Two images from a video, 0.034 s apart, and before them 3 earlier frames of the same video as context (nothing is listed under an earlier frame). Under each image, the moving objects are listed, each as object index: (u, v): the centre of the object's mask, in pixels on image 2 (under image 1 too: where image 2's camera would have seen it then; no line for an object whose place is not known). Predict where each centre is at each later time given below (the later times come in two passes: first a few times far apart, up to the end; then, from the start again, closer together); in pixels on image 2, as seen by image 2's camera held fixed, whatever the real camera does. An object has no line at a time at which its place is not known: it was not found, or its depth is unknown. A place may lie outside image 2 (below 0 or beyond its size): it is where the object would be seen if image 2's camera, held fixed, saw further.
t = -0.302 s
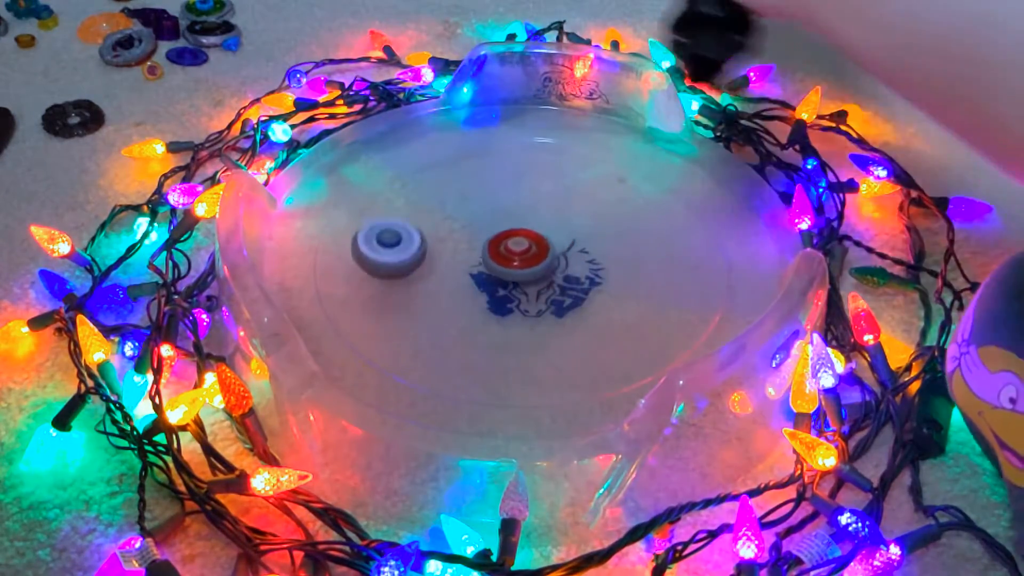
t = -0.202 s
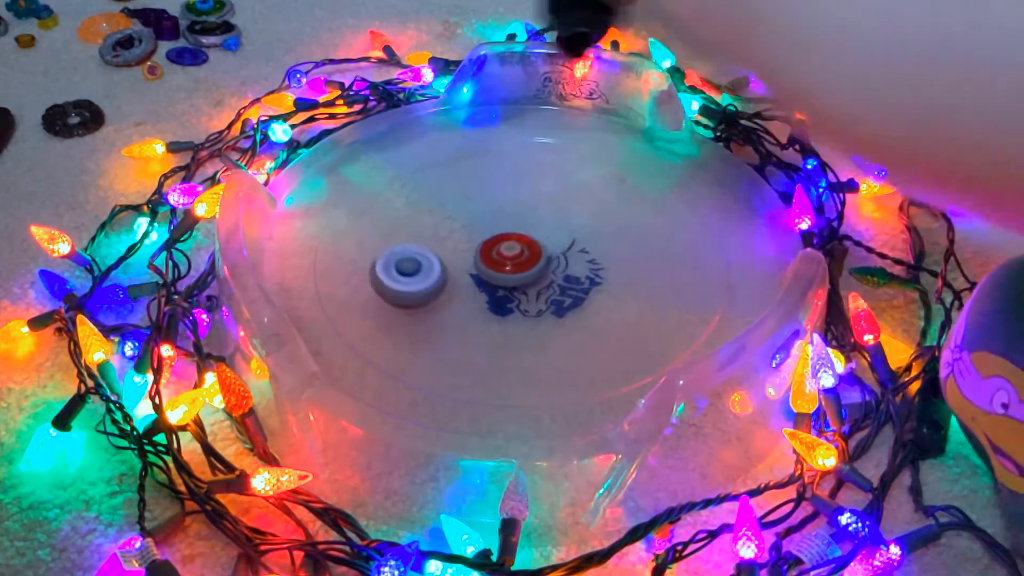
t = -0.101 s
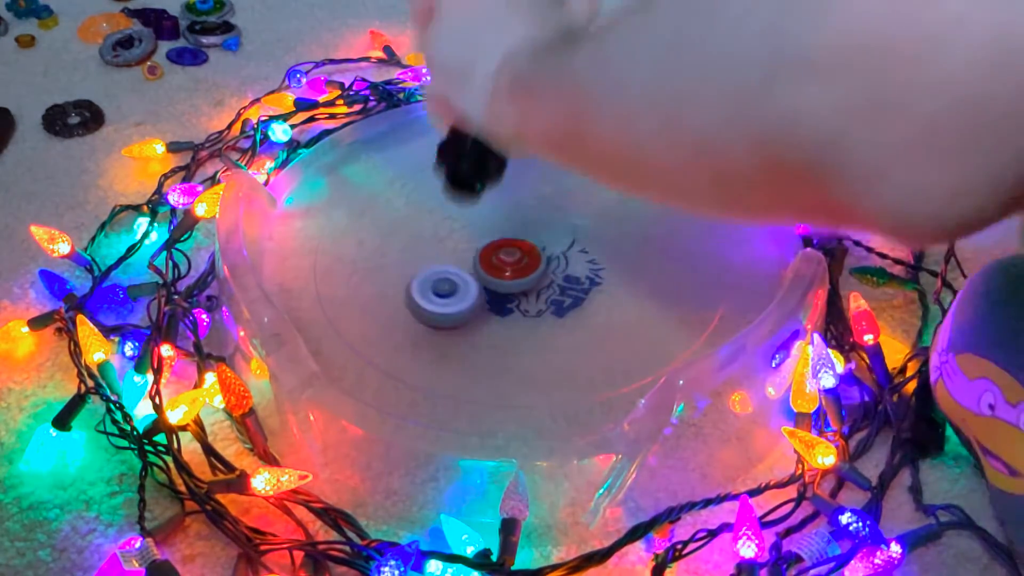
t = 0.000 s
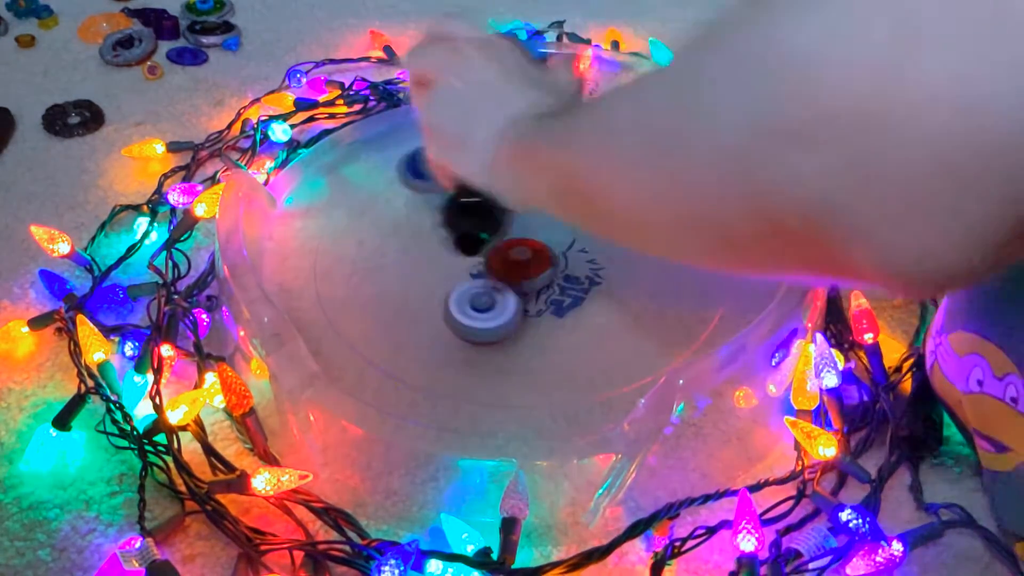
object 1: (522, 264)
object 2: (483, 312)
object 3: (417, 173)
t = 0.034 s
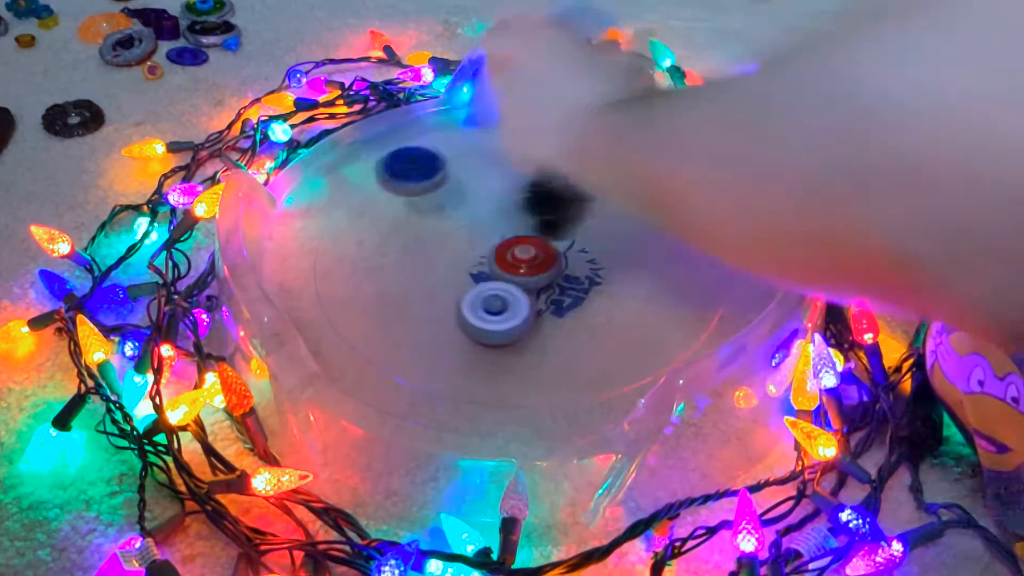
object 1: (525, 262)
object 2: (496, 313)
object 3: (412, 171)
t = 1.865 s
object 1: (487, 214)
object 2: (554, 284)
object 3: (451, 144)
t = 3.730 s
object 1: (559, 218)
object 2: (490, 252)
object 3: (669, 180)
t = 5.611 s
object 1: (538, 293)
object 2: (502, 238)
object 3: (681, 224)
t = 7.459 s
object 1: (455, 248)
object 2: (554, 247)
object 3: (499, 313)
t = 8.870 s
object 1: (541, 267)
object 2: (394, 250)
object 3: (631, 241)
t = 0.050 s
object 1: (527, 261)
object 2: (503, 314)
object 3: (401, 178)
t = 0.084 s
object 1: (526, 259)
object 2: (521, 313)
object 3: (380, 203)
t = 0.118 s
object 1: (525, 258)
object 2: (538, 309)
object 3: (363, 232)
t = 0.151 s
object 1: (521, 258)
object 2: (552, 304)
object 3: (355, 244)
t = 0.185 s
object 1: (519, 259)
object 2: (568, 298)
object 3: (350, 268)
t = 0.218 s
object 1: (517, 259)
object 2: (579, 290)
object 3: (352, 292)
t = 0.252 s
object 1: (515, 259)
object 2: (588, 281)
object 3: (361, 315)
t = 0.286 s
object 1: (512, 259)
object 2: (592, 272)
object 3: (381, 341)
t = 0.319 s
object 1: (511, 260)
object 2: (595, 262)
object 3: (419, 357)
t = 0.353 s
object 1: (510, 260)
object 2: (595, 252)
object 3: (464, 370)
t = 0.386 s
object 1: (510, 261)
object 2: (592, 243)
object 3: (504, 375)
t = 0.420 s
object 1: (510, 262)
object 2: (587, 235)
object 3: (543, 374)
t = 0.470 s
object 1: (513, 266)
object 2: (575, 225)
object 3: (600, 365)
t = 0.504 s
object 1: (514, 266)
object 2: (565, 220)
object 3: (634, 355)
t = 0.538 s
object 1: (515, 266)
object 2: (553, 216)
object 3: (662, 338)
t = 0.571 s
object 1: (515, 267)
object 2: (542, 214)
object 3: (684, 318)
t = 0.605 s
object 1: (516, 267)
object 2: (530, 214)
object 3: (696, 301)
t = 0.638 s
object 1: (517, 267)
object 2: (519, 215)
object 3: (702, 280)
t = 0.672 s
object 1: (519, 271)
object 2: (509, 213)
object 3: (702, 259)
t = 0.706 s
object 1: (522, 272)
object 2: (500, 215)
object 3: (693, 238)
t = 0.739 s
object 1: (525, 274)
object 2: (493, 219)
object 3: (677, 216)
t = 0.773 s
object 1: (529, 273)
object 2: (486, 225)
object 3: (652, 196)
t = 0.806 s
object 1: (532, 272)
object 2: (480, 231)
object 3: (621, 178)
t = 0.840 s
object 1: (539, 274)
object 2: (474, 235)
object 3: (584, 165)
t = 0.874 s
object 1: (546, 275)
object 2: (466, 236)
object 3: (544, 156)
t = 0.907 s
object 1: (552, 274)
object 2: (463, 241)
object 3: (503, 154)
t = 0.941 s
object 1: (555, 272)
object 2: (462, 247)
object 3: (461, 155)
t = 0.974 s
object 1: (558, 269)
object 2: (465, 254)
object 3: (422, 162)
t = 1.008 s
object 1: (559, 266)
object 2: (469, 259)
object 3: (388, 174)
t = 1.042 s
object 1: (560, 263)
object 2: (474, 264)
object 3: (358, 190)
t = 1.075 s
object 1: (559, 260)
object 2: (482, 268)
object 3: (332, 209)
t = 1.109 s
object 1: (560, 256)
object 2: (488, 271)
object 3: (319, 233)
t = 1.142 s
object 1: (560, 253)
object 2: (490, 272)
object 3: (321, 264)
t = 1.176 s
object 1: (559, 250)
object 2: (494, 273)
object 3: (336, 294)
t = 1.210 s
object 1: (560, 246)
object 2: (496, 273)
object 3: (356, 320)
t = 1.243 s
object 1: (558, 242)
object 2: (499, 273)
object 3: (383, 343)
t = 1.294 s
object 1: (554, 237)
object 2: (507, 273)
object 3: (428, 361)
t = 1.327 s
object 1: (552, 232)
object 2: (508, 275)
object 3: (462, 370)
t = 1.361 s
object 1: (560, 215)
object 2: (498, 287)
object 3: (493, 373)
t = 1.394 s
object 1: (565, 203)
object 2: (493, 294)
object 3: (522, 368)
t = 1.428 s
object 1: (564, 195)
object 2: (493, 299)
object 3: (549, 362)
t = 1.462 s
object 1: (560, 192)
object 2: (496, 303)
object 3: (577, 354)
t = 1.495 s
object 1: (553, 190)
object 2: (503, 306)
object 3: (605, 341)
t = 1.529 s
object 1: (545, 189)
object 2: (509, 308)
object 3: (632, 321)
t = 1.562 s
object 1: (538, 188)
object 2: (517, 309)
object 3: (650, 298)
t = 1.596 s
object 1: (531, 188)
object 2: (525, 309)
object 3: (659, 271)
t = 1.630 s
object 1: (524, 189)
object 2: (531, 308)
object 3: (655, 242)
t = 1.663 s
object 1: (517, 191)
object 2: (538, 307)
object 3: (642, 215)
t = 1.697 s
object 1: (511, 194)
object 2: (545, 304)
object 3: (621, 193)
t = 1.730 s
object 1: (505, 197)
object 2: (549, 300)
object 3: (593, 175)
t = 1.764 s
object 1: (499, 200)
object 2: (551, 297)
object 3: (560, 161)
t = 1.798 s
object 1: (493, 205)
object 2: (553, 293)
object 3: (525, 150)
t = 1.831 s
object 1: (490, 209)
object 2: (554, 288)
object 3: (487, 145)
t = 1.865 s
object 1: (487, 214)
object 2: (554, 284)
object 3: (451, 144)
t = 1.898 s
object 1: (484, 219)
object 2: (553, 281)
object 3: (413, 146)
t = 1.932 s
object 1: (483, 225)
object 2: (550, 275)
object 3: (381, 155)
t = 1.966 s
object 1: (483, 230)
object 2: (546, 270)
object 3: (362, 177)
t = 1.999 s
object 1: (483, 236)
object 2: (542, 265)
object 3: (348, 195)
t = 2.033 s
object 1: (478, 237)
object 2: (545, 266)
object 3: (338, 213)
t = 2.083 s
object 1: (474, 239)
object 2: (544, 266)
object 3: (331, 236)
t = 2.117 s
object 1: (473, 243)
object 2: (539, 265)
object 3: (332, 250)
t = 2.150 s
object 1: (463, 240)
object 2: (543, 268)
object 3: (336, 262)
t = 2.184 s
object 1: (457, 241)
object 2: (545, 268)
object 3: (344, 273)
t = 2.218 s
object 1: (457, 244)
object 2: (546, 267)
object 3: (353, 284)
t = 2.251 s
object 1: (457, 248)
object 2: (546, 265)
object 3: (364, 293)
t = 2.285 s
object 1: (458, 252)
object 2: (546, 263)
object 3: (380, 302)
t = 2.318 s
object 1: (459, 256)
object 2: (544, 260)
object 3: (402, 313)
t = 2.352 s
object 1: (461, 260)
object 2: (542, 258)
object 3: (430, 322)
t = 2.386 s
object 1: (463, 264)
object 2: (540, 257)
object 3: (462, 330)
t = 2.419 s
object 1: (460, 267)
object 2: (544, 255)
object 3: (494, 332)
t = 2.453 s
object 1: (454, 270)
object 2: (551, 252)
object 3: (526, 328)
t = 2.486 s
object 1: (455, 274)
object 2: (552, 250)
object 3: (558, 321)
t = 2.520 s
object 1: (458, 278)
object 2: (552, 248)
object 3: (584, 307)
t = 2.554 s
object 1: (461, 281)
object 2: (551, 246)
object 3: (606, 287)
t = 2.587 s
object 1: (465, 284)
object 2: (547, 244)
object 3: (622, 266)
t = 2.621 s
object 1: (470, 286)
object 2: (543, 244)
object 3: (627, 241)
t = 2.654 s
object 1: (476, 289)
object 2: (540, 244)
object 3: (624, 215)
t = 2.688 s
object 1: (482, 291)
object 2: (536, 244)
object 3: (613, 193)
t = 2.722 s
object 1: (488, 292)
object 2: (532, 245)
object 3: (594, 172)
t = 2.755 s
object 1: (493, 292)
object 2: (530, 245)
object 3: (568, 155)
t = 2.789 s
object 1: (492, 298)
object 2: (532, 242)
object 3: (538, 142)
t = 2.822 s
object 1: (491, 303)
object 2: (536, 235)
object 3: (508, 134)
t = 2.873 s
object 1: (497, 307)
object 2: (533, 232)
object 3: (467, 130)
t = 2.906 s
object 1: (503, 307)
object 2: (530, 231)
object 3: (444, 131)
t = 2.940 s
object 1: (510, 307)
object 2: (525, 231)
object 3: (422, 140)
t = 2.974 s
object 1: (516, 306)
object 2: (520, 231)
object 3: (404, 152)
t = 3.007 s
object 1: (522, 306)
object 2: (518, 232)
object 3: (391, 163)
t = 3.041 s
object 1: (527, 305)
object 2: (515, 233)
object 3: (383, 174)
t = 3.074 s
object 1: (532, 303)
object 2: (513, 234)
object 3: (377, 185)
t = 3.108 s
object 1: (537, 301)
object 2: (511, 236)
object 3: (374, 198)
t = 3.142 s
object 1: (541, 298)
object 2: (510, 238)
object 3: (372, 213)
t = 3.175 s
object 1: (544, 295)
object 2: (509, 239)
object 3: (373, 232)
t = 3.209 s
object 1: (547, 292)
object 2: (508, 241)
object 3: (379, 253)
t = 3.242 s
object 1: (549, 289)
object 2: (507, 242)
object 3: (391, 273)
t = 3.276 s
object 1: (554, 289)
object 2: (504, 240)
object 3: (412, 294)
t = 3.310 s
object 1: (568, 295)
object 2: (494, 230)
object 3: (442, 308)
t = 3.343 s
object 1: (574, 297)
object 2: (488, 225)
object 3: (482, 322)
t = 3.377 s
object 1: (581, 294)
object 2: (482, 224)
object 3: (524, 325)
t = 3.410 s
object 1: (596, 281)
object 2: (479, 225)
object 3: (548, 330)
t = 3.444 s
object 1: (608, 268)
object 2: (477, 227)
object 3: (571, 331)
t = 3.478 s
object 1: (613, 257)
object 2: (476, 230)
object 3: (598, 325)
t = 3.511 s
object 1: (614, 251)
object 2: (476, 233)
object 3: (623, 312)
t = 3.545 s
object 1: (611, 246)
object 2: (478, 237)
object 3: (646, 293)
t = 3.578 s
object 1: (607, 240)
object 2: (480, 241)
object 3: (661, 271)
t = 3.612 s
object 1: (603, 237)
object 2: (481, 244)
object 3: (668, 246)
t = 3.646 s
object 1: (591, 231)
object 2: (483, 246)
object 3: (675, 223)
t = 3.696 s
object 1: (570, 223)
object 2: (487, 250)
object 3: (678, 195)
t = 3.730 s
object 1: (559, 218)
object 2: (490, 252)
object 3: (669, 180)
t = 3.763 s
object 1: (551, 217)
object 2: (494, 254)
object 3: (657, 170)
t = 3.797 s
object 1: (544, 215)
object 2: (499, 256)
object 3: (640, 161)
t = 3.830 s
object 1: (537, 213)
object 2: (505, 257)
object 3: (620, 155)
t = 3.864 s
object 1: (531, 211)
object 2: (507, 259)
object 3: (600, 151)
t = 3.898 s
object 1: (525, 210)
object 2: (508, 263)
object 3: (579, 150)
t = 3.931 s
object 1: (518, 211)
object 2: (510, 264)
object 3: (558, 150)
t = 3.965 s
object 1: (511, 211)
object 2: (515, 264)
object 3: (533, 153)
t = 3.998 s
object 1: (505, 212)
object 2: (520, 263)
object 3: (508, 159)
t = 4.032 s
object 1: (498, 215)
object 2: (524, 263)
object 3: (481, 163)
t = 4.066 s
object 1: (492, 216)
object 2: (530, 269)
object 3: (453, 171)
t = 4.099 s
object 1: (488, 221)
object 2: (536, 273)
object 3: (424, 179)
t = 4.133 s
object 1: (485, 225)
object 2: (542, 274)
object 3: (401, 193)
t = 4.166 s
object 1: (482, 228)
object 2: (546, 274)
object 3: (384, 212)
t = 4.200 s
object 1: (478, 232)
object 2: (551, 273)
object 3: (375, 235)
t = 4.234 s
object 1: (477, 235)
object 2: (553, 272)
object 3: (374, 260)
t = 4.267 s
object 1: (475, 238)
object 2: (555, 271)
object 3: (383, 284)
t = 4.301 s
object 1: (474, 242)
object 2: (557, 269)
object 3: (401, 308)
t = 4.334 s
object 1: (473, 245)
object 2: (558, 268)
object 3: (430, 327)
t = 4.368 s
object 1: (474, 248)
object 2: (559, 266)
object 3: (467, 341)
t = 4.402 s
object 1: (475, 251)
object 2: (561, 265)
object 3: (508, 347)
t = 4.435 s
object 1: (477, 255)
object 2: (561, 263)
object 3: (550, 346)
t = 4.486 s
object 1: (482, 260)
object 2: (559, 262)
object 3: (609, 335)
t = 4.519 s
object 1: (477, 261)
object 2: (566, 261)
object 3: (641, 319)
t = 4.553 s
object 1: (464, 262)
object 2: (579, 260)
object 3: (666, 300)
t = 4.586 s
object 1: (459, 263)
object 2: (587, 258)
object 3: (681, 275)
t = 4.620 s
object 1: (459, 266)
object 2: (589, 256)
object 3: (688, 251)
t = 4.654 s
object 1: (460, 269)
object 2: (589, 252)
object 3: (687, 228)
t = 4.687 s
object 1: (462, 273)
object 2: (586, 248)
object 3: (679, 207)
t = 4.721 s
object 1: (464, 276)
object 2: (583, 245)
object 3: (664, 189)
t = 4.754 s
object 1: (467, 279)
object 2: (580, 243)
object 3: (643, 174)
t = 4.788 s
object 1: (471, 282)
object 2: (575, 242)
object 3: (618, 163)
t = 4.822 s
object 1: (475, 284)
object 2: (570, 242)
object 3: (589, 155)
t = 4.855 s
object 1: (480, 286)
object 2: (566, 243)
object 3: (558, 149)
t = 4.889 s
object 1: (484, 287)
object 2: (564, 245)
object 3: (526, 148)
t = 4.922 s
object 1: (490, 287)
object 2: (560, 246)
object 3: (493, 151)
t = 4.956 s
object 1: (496, 288)
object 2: (556, 247)
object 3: (462, 157)
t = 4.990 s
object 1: (499, 287)
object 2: (553, 248)
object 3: (432, 169)
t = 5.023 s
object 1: (485, 297)
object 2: (565, 239)
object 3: (407, 183)
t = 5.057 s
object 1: (475, 303)
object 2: (574, 232)
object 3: (388, 201)
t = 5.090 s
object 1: (469, 306)
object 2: (575, 227)
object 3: (375, 222)
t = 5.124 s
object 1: (470, 308)
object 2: (572, 224)
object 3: (368, 246)
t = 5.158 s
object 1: (475, 310)
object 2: (569, 222)
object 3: (369, 270)
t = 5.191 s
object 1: (482, 311)
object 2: (564, 221)
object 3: (380, 295)
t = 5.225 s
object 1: (487, 312)
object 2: (558, 220)
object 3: (401, 318)
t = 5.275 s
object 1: (501, 311)
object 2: (550, 220)
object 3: (449, 342)
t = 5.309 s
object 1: (506, 308)
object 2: (545, 221)
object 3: (490, 355)
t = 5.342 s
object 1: (509, 308)
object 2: (539, 222)
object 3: (532, 355)
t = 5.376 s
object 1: (517, 310)
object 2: (533, 224)
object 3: (571, 350)
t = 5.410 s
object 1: (522, 307)
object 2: (528, 225)
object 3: (608, 341)
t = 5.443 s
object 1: (525, 304)
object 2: (523, 228)
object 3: (640, 327)
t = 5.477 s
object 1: (529, 302)
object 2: (519, 231)
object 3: (665, 310)
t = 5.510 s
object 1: (531, 299)
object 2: (515, 234)
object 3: (682, 290)
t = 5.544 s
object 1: (533, 295)
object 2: (511, 238)
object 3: (690, 271)
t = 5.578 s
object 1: (534, 291)
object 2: (508, 240)
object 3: (689, 249)
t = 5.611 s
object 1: (538, 293)
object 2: (502, 238)
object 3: (681, 224)
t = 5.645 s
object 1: (543, 295)
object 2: (494, 234)
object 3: (665, 204)
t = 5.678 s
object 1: (545, 295)
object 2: (489, 234)
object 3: (645, 186)
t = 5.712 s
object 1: (547, 293)
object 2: (484, 236)
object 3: (619, 173)
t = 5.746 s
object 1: (549, 290)
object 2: (481, 240)
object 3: (591, 164)
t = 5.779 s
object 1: (550, 288)
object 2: (478, 243)
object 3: (560, 158)
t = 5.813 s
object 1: (552, 284)
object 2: (477, 247)
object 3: (529, 155)
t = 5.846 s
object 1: (552, 280)
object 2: (475, 250)
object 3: (497, 156)
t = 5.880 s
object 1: (552, 277)
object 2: (475, 254)
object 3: (465, 161)
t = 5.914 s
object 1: (552, 273)
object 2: (475, 258)
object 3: (436, 170)
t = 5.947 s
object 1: (554, 270)
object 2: (470, 261)
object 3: (410, 183)
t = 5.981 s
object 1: (565, 266)
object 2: (458, 263)
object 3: (389, 198)
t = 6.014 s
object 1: (569, 263)
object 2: (453, 264)
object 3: (373, 217)
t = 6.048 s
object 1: (569, 259)
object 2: (451, 267)
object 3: (364, 238)
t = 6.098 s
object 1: (567, 254)
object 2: (451, 273)
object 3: (363, 271)
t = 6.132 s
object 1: (565, 251)
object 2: (455, 277)
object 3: (373, 293)
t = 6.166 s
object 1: (563, 249)
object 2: (462, 282)
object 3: (390, 314)
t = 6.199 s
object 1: (560, 246)
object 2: (468, 286)
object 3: (415, 331)
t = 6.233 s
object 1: (557, 243)
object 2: (474, 288)
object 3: (447, 344)
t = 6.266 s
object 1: (553, 241)
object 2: (483, 289)
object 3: (483, 353)
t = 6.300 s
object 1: (549, 238)
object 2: (487, 288)
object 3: (520, 355)
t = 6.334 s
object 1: (545, 237)
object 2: (490, 286)
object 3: (557, 351)
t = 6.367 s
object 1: (540, 235)
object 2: (494, 285)
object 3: (591, 340)
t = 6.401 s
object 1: (536, 234)
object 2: (498, 284)
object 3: (619, 327)
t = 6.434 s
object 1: (532, 232)
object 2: (501, 282)
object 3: (641, 308)
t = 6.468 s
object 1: (528, 231)
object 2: (504, 280)
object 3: (654, 287)
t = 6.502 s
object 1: (523, 229)
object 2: (505, 279)
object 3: (661, 265)
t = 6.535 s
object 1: (520, 228)
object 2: (506, 279)
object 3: (659, 243)
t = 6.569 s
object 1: (517, 227)
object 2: (507, 279)
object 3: (651, 223)
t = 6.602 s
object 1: (512, 225)
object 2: (508, 278)
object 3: (637, 207)
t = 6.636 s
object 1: (508, 224)
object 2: (509, 278)
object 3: (617, 193)
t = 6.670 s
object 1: (505, 223)
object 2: (509, 278)
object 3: (593, 182)
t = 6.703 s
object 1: (501, 222)
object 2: (511, 278)
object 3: (567, 174)
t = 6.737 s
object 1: (497, 223)
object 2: (514, 278)
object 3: (539, 168)
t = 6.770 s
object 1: (493, 223)
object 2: (517, 272)
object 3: (510, 167)
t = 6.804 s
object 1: (489, 224)
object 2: (519, 270)
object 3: (481, 169)
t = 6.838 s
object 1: (485, 225)
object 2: (520, 268)
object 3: (454, 175)
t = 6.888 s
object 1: (480, 222)
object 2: (530, 275)
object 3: (416, 186)
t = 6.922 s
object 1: (478, 220)
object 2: (537, 279)
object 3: (390, 195)
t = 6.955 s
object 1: (475, 220)
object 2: (541, 279)
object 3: (371, 206)
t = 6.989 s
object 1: (472, 220)
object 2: (545, 278)
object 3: (358, 220)
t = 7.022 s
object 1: (468, 221)
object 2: (549, 276)
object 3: (349, 234)
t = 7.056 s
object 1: (465, 222)
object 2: (553, 274)
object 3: (346, 247)
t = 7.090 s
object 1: (462, 224)
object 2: (554, 271)
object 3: (348, 258)
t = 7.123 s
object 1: (460, 225)
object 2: (556, 268)
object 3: (353, 268)
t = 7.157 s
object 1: (458, 226)
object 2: (557, 265)
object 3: (361, 278)
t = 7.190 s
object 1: (456, 228)
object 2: (557, 263)
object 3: (373, 288)
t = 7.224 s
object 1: (456, 231)
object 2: (556, 260)
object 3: (387, 298)
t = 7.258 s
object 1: (456, 234)
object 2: (555, 258)
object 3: (404, 305)
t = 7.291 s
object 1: (456, 237)
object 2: (554, 255)
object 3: (423, 311)
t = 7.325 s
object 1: (457, 240)
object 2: (551, 253)
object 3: (441, 315)
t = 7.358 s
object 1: (460, 243)
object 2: (547, 251)
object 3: (459, 317)
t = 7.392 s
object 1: (463, 245)
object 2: (545, 249)
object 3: (473, 316)
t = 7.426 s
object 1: (465, 248)
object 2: (542, 248)
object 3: (487, 316)
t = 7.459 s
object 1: (455, 248)
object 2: (554, 247)
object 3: (499, 313)
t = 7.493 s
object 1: (449, 249)
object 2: (562, 246)
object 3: (510, 310)
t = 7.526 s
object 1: (449, 252)
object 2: (563, 245)
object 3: (519, 305)
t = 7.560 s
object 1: (452, 255)
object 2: (562, 244)
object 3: (527, 301)
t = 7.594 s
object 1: (455, 258)
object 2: (562, 242)
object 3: (534, 296)
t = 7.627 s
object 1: (459, 261)
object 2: (561, 240)
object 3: (540, 291)
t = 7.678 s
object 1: (466, 265)
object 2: (560, 234)
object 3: (543, 287)
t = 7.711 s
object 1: (471, 266)
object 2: (558, 231)
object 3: (545, 284)
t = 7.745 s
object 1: (474, 267)
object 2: (556, 228)
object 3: (549, 280)
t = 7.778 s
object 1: (475, 267)
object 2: (554, 226)
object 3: (556, 278)
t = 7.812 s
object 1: (476, 266)
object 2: (552, 223)
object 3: (559, 280)
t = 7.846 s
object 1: (480, 266)
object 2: (549, 208)
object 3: (560, 288)
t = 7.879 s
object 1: (484, 266)
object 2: (544, 200)
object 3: (560, 294)
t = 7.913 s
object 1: (488, 266)
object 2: (539, 196)
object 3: (561, 295)
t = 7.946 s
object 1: (493, 266)
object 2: (531, 194)
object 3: (562, 294)
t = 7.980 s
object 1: (497, 266)
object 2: (525, 193)
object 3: (566, 293)
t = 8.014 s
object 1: (501, 265)
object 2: (518, 192)
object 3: (569, 290)
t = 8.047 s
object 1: (504, 264)
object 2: (511, 192)
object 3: (571, 287)
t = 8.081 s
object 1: (508, 262)
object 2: (505, 192)
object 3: (574, 285)
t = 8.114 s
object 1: (509, 260)
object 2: (499, 193)
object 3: (579, 283)
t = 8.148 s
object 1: (509, 256)
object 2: (493, 195)
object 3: (584, 283)
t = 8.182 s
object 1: (510, 254)
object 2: (488, 197)
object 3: (588, 281)
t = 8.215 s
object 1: (511, 252)
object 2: (483, 200)
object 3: (589, 279)
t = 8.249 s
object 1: (515, 254)
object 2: (477, 199)
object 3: (591, 276)
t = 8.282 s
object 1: (519, 258)
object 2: (471, 198)
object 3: (592, 274)
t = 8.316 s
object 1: (522, 260)
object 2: (466, 200)
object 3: (593, 271)
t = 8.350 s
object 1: (523, 259)
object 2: (462, 203)
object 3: (595, 270)
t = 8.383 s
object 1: (524, 258)
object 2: (458, 206)
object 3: (596, 268)
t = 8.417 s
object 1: (515, 254)
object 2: (455, 210)
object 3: (609, 266)
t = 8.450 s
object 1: (507, 252)
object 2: (449, 210)
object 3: (622, 266)
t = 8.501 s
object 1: (507, 254)
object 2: (439, 211)
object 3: (629, 264)
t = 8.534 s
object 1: (507, 256)
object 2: (437, 216)
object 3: (628, 262)
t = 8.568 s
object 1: (508, 257)
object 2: (435, 220)
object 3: (628, 259)
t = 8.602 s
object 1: (509, 259)
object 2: (434, 225)
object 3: (626, 257)
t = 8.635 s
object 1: (511, 260)
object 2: (433, 230)
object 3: (624, 255)
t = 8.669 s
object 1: (513, 261)
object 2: (434, 235)
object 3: (621, 253)
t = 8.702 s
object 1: (515, 262)
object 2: (435, 239)
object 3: (618, 252)
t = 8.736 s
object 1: (517, 263)
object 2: (437, 245)
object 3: (613, 250)
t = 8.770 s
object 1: (518, 263)
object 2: (441, 250)
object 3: (609, 249)
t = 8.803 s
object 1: (520, 264)
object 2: (445, 255)
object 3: (602, 248)
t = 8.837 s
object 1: (521, 265)
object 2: (443, 258)
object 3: (604, 247)
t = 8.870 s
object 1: (541, 267)
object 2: (394, 250)
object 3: (631, 241)
